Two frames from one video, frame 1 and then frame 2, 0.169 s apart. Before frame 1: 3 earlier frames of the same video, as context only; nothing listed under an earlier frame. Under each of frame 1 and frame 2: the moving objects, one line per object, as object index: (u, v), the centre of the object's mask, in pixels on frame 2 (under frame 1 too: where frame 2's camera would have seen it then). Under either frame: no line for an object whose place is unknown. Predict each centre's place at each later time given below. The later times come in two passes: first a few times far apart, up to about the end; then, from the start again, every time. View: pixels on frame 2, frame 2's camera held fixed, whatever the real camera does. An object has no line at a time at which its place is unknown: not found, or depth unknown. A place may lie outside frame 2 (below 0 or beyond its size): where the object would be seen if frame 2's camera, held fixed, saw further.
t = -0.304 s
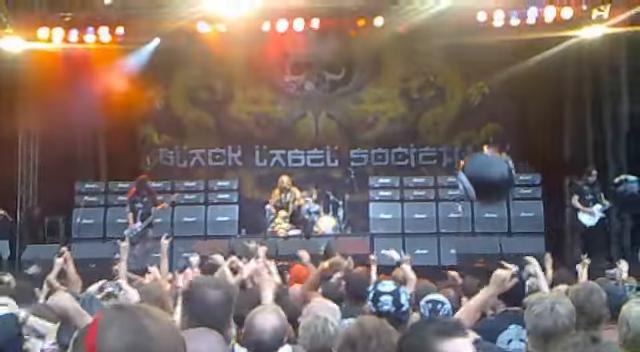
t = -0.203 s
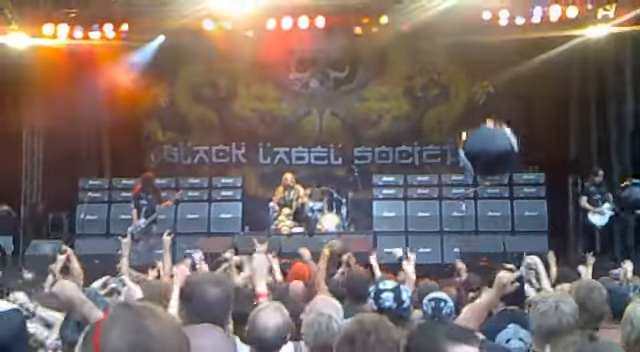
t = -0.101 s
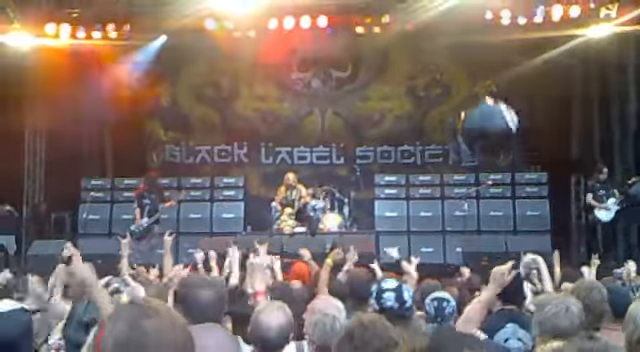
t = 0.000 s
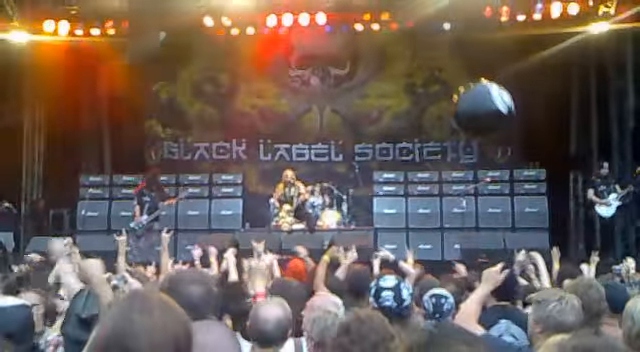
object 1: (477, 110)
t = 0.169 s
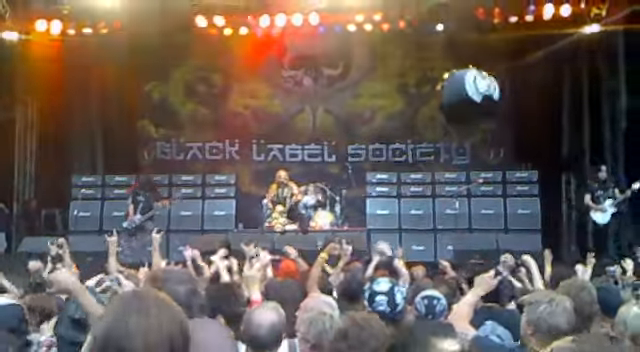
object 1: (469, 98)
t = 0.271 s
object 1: (461, 96)
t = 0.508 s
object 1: (449, 115)
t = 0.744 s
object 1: (438, 173)
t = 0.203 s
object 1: (467, 98)
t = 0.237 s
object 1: (465, 98)
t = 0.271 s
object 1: (461, 96)
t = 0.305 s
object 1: (460, 99)
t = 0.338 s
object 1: (457, 100)
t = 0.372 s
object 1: (455, 101)
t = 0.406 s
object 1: (453, 103)
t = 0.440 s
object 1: (452, 108)
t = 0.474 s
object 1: (451, 109)
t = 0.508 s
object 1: (449, 115)
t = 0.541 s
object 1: (447, 121)
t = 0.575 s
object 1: (444, 128)
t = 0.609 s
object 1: (442, 133)
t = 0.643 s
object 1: (441, 143)
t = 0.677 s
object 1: (441, 153)
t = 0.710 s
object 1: (440, 162)
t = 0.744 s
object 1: (438, 173)
